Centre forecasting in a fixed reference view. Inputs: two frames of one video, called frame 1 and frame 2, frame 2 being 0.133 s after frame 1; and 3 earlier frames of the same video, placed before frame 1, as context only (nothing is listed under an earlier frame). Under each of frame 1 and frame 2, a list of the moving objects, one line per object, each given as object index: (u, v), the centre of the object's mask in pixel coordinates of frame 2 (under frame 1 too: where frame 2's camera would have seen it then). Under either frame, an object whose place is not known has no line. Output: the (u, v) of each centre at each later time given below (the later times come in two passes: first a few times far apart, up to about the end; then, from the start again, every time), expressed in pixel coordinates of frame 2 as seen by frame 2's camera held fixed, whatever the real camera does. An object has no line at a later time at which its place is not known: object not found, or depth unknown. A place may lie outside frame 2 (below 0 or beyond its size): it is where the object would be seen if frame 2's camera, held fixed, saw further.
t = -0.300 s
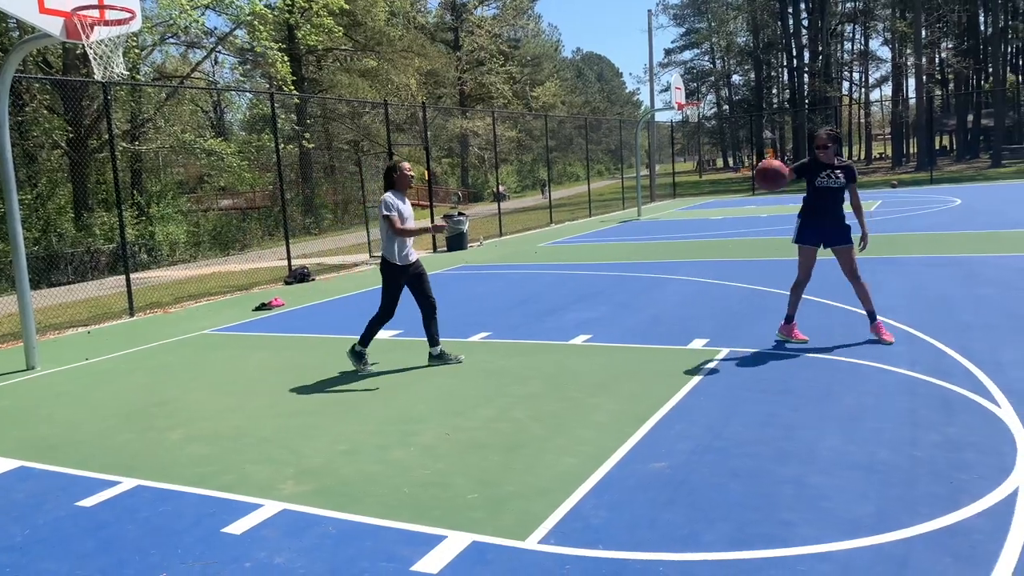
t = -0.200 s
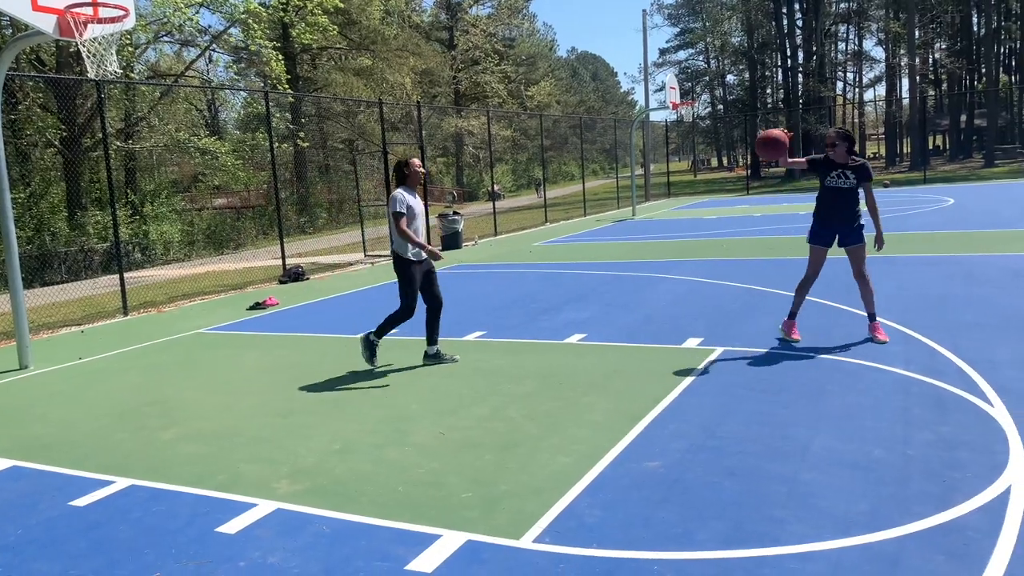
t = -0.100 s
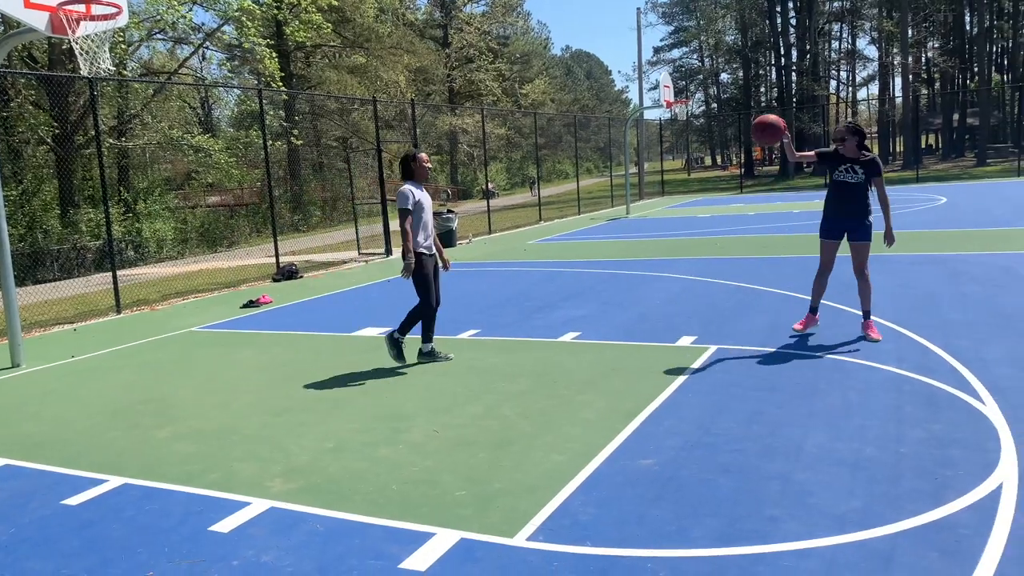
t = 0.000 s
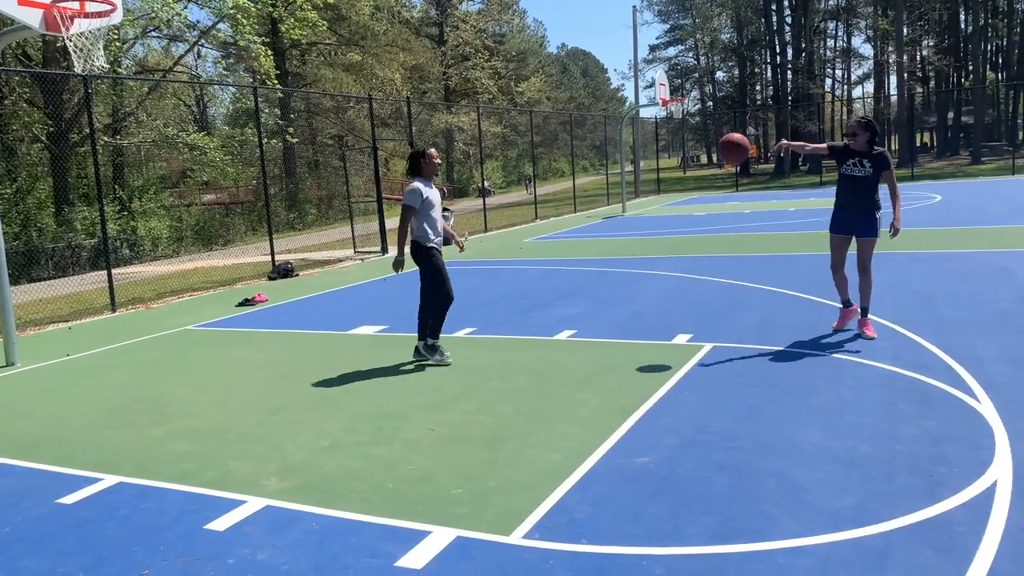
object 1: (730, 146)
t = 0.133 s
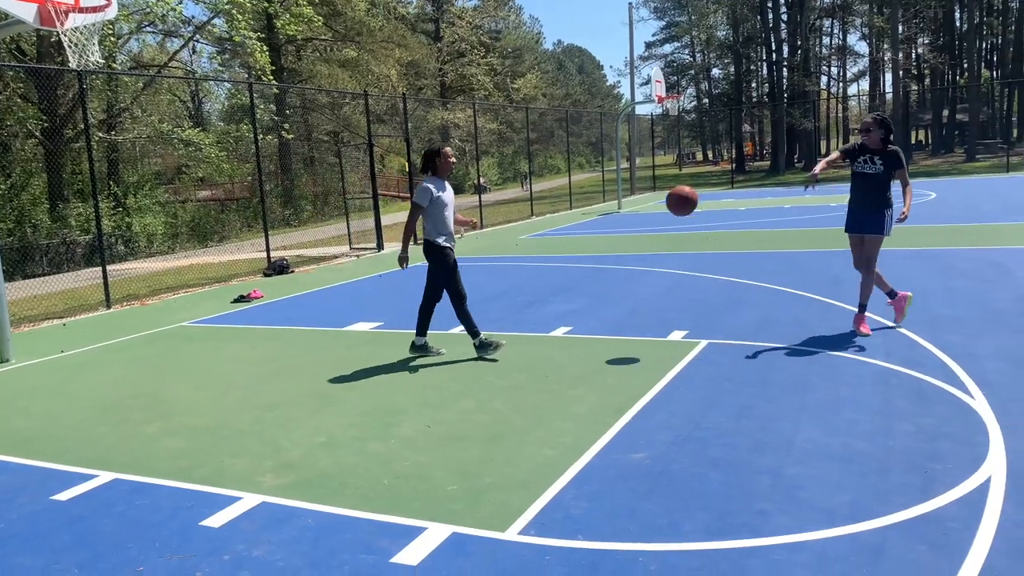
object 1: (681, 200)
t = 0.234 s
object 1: (648, 255)
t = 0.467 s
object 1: (590, 285)
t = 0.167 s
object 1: (670, 217)
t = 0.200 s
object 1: (659, 235)
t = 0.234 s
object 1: (648, 255)
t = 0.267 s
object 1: (637, 275)
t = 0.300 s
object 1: (626, 296)
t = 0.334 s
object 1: (616, 319)
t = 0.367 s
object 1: (607, 334)
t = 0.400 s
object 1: (602, 316)
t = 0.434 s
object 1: (595, 300)
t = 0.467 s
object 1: (590, 285)
